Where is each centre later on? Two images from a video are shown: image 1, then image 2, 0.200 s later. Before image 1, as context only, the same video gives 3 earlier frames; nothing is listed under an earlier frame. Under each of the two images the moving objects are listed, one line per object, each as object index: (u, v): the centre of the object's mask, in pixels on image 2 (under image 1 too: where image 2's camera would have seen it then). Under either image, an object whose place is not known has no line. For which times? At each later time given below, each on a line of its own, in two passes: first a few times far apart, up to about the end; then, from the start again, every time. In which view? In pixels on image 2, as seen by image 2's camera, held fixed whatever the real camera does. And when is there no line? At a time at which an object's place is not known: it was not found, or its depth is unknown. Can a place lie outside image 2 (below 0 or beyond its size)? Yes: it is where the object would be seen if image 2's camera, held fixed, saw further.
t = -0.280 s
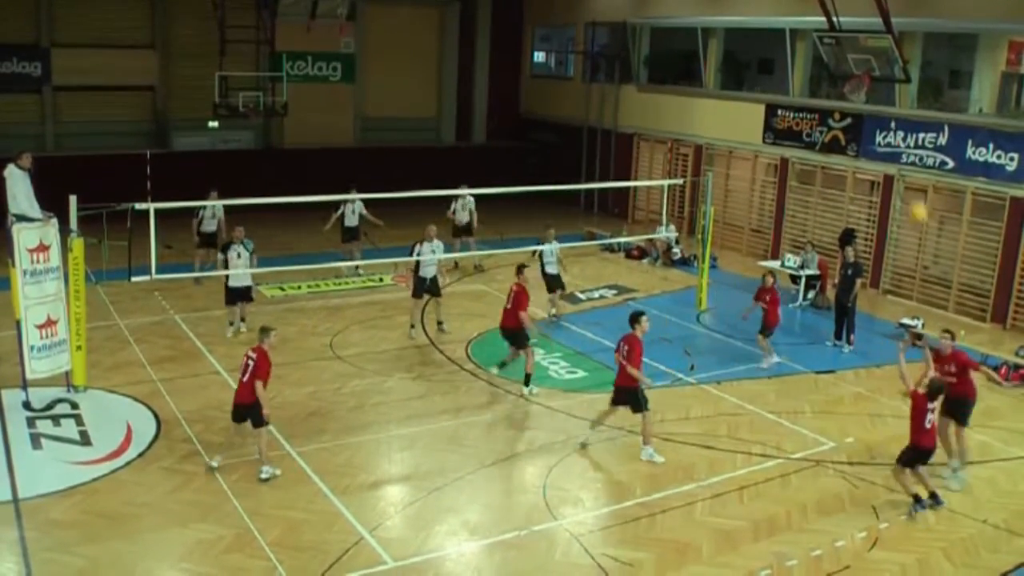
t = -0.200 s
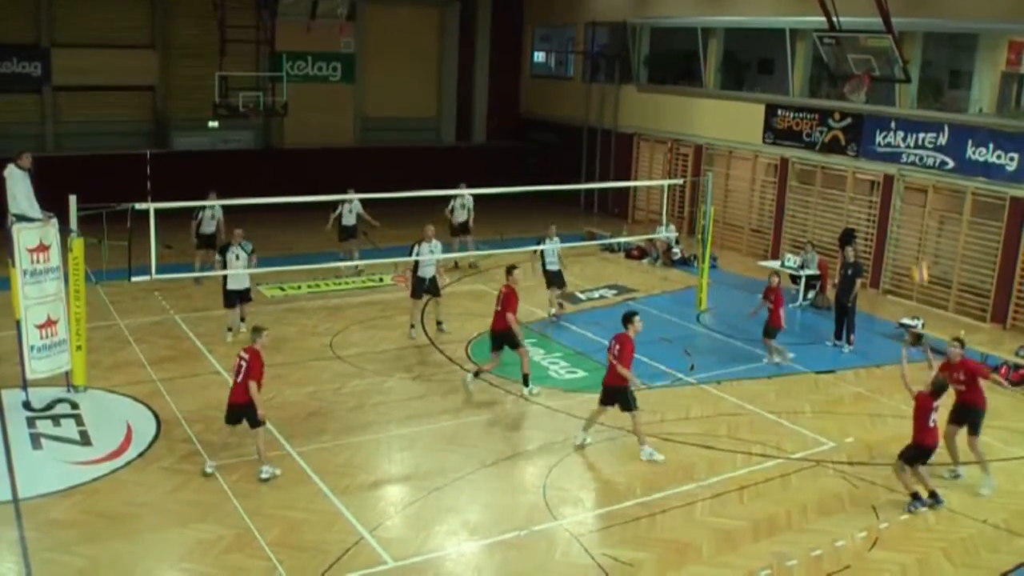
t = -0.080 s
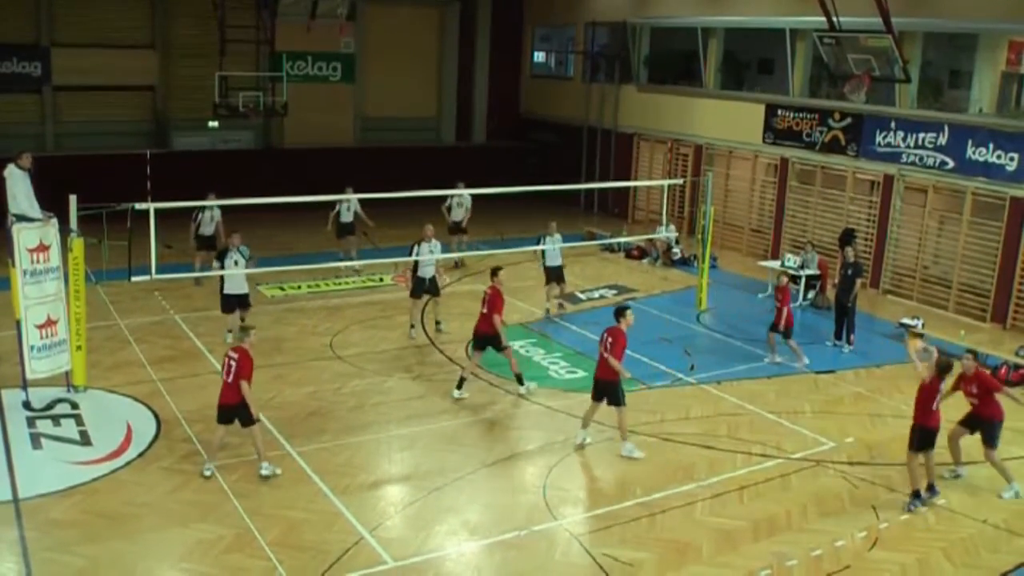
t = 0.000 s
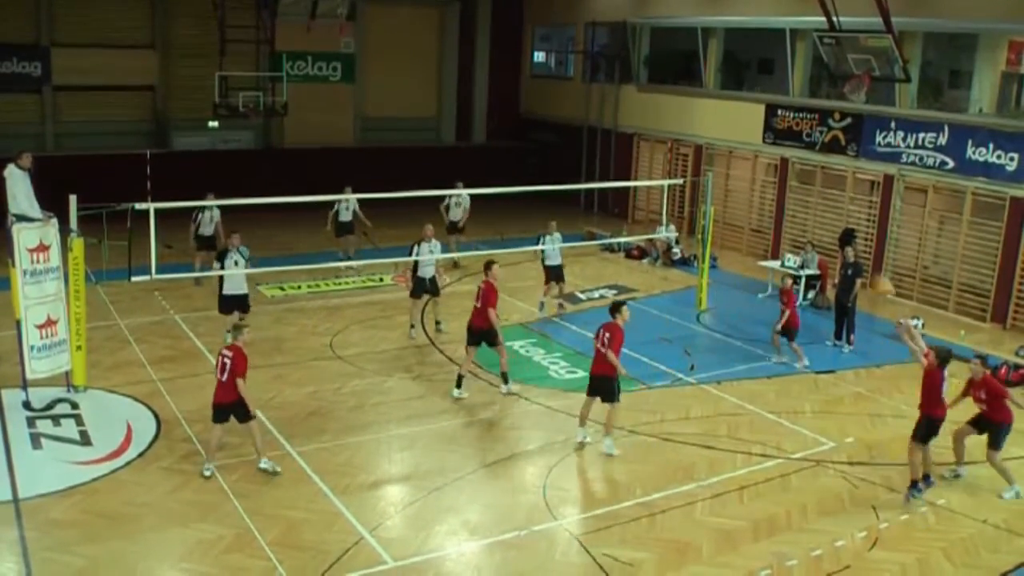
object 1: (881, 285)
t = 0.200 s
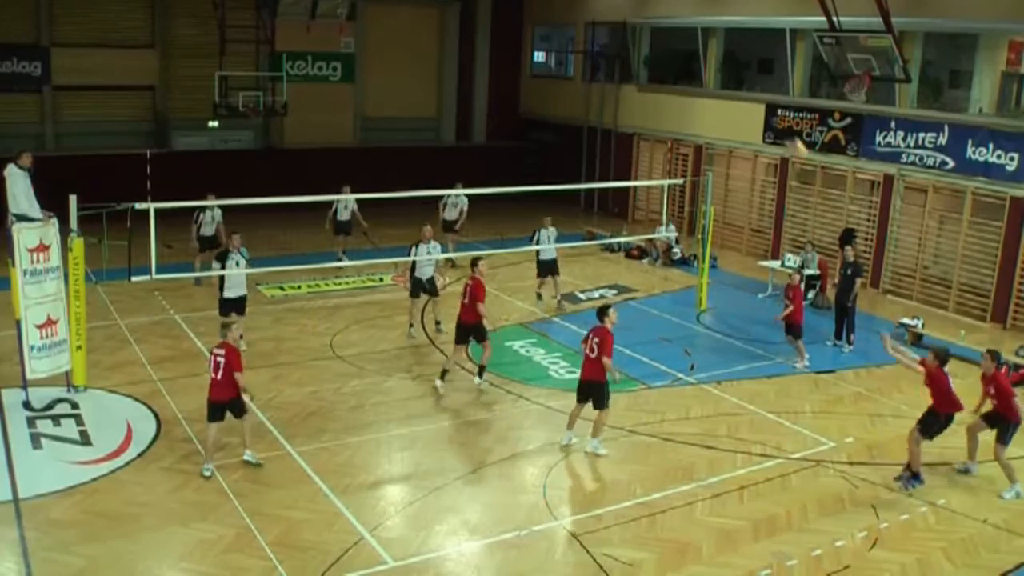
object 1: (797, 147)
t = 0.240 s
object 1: (778, 129)
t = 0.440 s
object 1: (689, 48)
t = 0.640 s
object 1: (606, 12)
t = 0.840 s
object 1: (526, 16)
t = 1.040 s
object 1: (456, 54)
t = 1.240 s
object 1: (393, 121)
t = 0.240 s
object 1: (778, 129)
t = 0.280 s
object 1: (760, 108)
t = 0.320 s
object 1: (742, 90)
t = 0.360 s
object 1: (726, 75)
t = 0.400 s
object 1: (707, 60)
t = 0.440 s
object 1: (689, 48)
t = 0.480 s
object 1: (672, 37)
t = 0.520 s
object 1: (655, 29)
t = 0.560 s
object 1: (638, 21)
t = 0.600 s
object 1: (622, 15)
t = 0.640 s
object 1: (606, 12)
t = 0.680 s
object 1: (589, 7)
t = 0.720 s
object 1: (574, 9)
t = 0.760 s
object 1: (557, 10)
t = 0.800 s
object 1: (541, 12)
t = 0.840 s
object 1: (526, 16)
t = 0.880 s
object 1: (511, 22)
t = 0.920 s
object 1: (496, 28)
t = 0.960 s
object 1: (483, 36)
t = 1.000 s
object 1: (469, 45)
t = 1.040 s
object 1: (456, 54)
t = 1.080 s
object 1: (443, 66)
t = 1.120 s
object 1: (430, 78)
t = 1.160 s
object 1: (418, 90)
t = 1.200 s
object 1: (405, 105)
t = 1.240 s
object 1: (393, 121)
